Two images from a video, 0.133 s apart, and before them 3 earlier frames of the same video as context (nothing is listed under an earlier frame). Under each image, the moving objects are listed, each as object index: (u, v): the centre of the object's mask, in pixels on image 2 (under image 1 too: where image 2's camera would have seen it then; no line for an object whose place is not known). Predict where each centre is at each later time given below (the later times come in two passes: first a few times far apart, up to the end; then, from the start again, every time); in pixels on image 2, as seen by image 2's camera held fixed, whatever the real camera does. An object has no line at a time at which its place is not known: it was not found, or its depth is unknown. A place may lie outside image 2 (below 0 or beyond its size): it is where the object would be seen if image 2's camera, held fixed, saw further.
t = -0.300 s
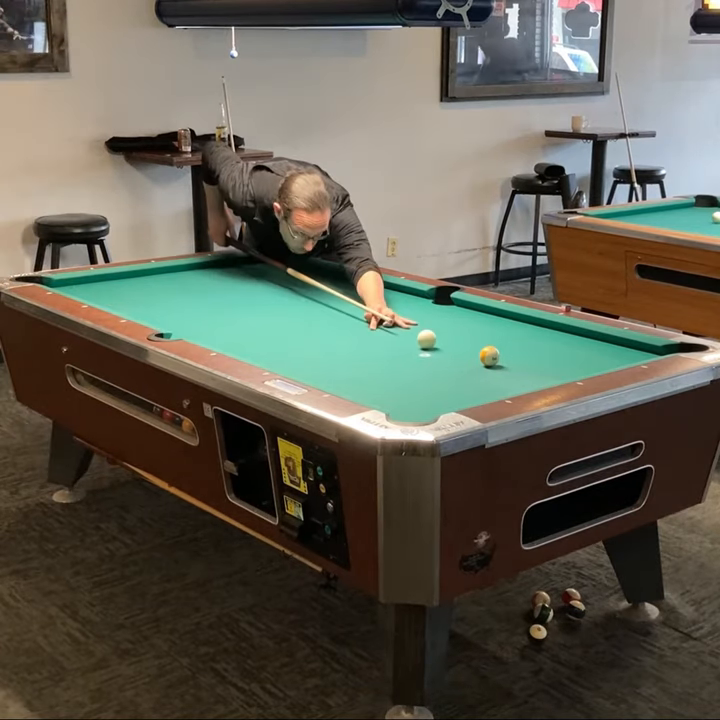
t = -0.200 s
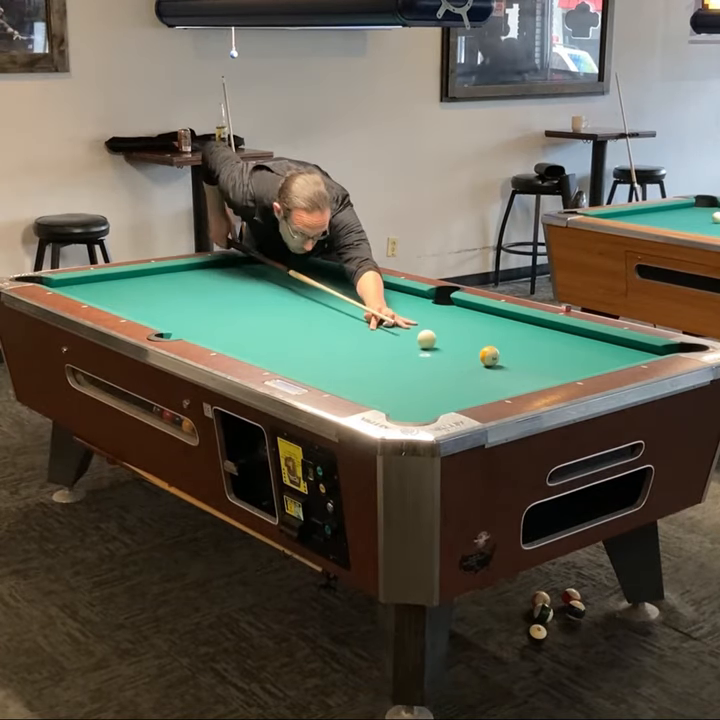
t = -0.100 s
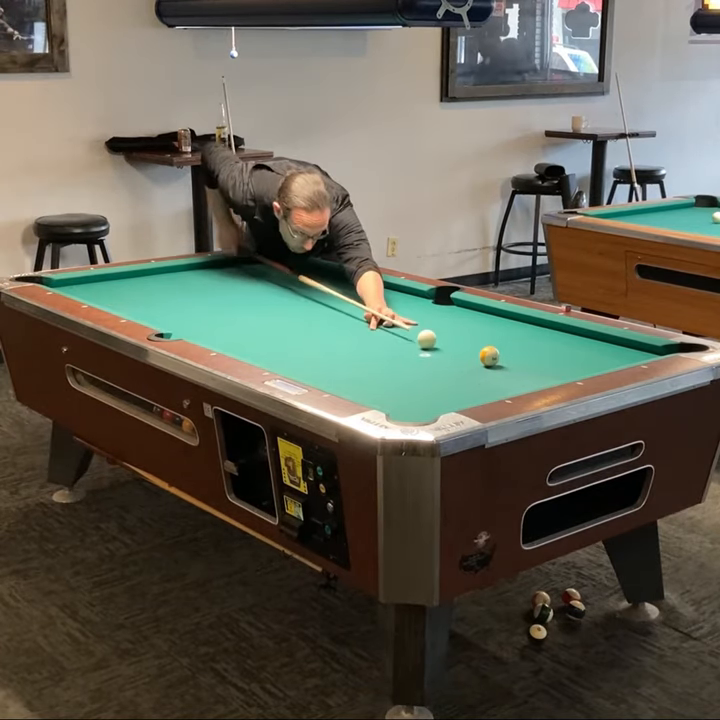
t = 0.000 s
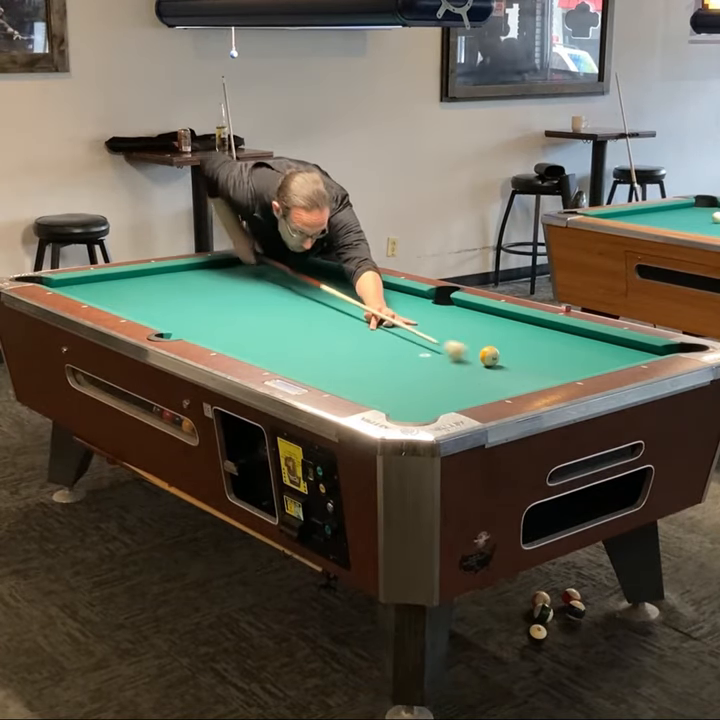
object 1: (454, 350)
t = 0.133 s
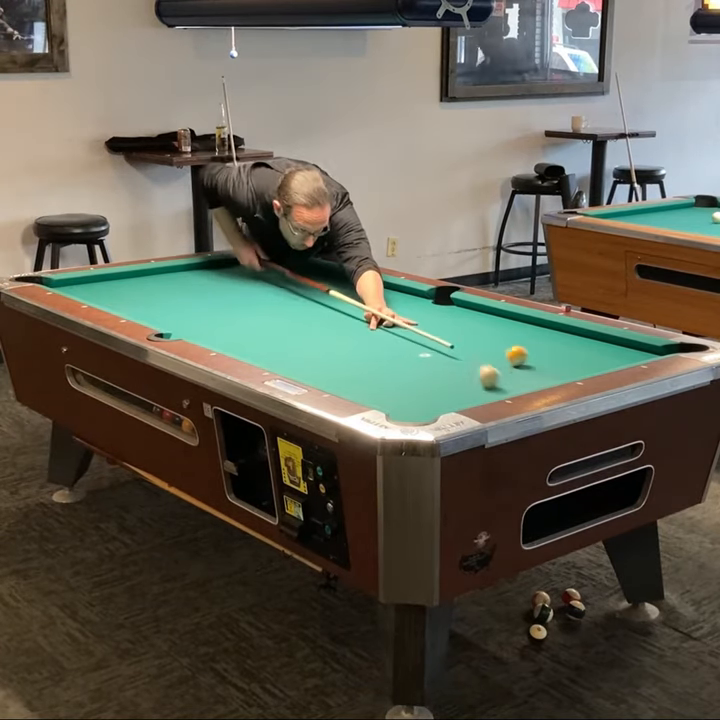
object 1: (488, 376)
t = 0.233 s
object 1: (500, 389)
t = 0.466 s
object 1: (399, 379)
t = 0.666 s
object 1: (322, 369)
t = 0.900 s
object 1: (253, 354)
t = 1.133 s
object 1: (235, 340)
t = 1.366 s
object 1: (221, 324)
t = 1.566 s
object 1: (210, 312)
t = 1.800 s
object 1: (199, 300)
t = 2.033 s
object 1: (189, 289)
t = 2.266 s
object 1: (181, 279)
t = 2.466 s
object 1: (174, 271)
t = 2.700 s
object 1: (194, 269)
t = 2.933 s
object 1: (229, 271)
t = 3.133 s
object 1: (257, 273)
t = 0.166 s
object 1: (496, 383)
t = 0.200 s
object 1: (502, 387)
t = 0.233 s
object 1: (500, 389)
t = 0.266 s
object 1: (484, 389)
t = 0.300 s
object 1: (469, 388)
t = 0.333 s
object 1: (455, 386)
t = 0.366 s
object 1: (440, 384)
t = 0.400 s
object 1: (426, 382)
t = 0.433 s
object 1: (412, 381)
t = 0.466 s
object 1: (399, 379)
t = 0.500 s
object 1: (386, 378)
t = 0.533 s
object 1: (373, 376)
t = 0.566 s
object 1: (360, 374)
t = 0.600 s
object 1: (347, 372)
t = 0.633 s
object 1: (335, 371)
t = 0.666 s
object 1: (322, 369)
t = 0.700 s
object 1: (310, 367)
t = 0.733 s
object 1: (298, 365)
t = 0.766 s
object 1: (286, 363)
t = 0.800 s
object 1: (274, 360)
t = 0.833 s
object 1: (263, 358)
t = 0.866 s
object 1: (256, 356)
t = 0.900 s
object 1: (253, 354)
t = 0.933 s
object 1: (250, 352)
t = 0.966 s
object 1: (247, 350)
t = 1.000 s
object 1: (245, 349)
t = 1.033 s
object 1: (242, 347)
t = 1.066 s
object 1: (240, 344)
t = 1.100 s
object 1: (238, 342)
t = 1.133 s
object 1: (235, 340)
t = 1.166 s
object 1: (233, 337)
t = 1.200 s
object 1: (231, 335)
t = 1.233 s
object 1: (229, 333)
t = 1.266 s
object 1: (227, 331)
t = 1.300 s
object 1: (225, 328)
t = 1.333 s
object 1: (223, 326)
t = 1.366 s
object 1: (221, 324)
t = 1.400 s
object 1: (219, 322)
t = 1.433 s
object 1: (218, 320)
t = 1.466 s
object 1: (216, 318)
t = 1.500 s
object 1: (214, 316)
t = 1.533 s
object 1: (212, 314)
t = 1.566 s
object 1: (210, 312)
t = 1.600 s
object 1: (209, 311)
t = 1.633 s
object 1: (207, 309)
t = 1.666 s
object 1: (205, 307)
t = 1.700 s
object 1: (204, 305)
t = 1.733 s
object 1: (202, 303)
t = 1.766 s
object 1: (201, 302)
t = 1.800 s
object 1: (199, 300)
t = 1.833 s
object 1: (198, 298)
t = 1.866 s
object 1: (196, 297)
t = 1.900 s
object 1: (195, 295)
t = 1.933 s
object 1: (193, 294)
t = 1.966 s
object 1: (192, 292)
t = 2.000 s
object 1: (191, 290)
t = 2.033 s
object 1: (189, 289)
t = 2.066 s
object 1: (188, 288)
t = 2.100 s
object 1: (187, 286)
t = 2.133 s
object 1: (186, 285)
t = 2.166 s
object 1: (185, 283)
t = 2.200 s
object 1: (183, 282)
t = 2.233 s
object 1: (182, 281)
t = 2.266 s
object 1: (181, 279)
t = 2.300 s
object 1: (180, 278)
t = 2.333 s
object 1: (179, 276)
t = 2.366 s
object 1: (178, 275)
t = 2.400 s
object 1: (176, 274)
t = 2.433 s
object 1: (175, 273)
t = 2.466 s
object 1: (174, 271)
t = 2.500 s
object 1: (173, 270)
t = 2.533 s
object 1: (172, 269)
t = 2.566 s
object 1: (174, 268)
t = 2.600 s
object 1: (179, 268)
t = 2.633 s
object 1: (184, 268)
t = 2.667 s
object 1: (189, 269)
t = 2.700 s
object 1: (194, 269)
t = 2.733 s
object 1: (199, 269)
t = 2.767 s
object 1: (203, 270)
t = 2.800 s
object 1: (209, 270)
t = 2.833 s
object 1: (214, 270)
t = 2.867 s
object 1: (218, 271)
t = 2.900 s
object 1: (223, 271)
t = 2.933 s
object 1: (229, 271)
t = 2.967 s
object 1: (233, 272)
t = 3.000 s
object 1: (238, 272)
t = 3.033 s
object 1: (243, 272)
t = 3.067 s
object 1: (247, 272)
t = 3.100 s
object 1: (252, 273)
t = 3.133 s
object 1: (257, 273)
